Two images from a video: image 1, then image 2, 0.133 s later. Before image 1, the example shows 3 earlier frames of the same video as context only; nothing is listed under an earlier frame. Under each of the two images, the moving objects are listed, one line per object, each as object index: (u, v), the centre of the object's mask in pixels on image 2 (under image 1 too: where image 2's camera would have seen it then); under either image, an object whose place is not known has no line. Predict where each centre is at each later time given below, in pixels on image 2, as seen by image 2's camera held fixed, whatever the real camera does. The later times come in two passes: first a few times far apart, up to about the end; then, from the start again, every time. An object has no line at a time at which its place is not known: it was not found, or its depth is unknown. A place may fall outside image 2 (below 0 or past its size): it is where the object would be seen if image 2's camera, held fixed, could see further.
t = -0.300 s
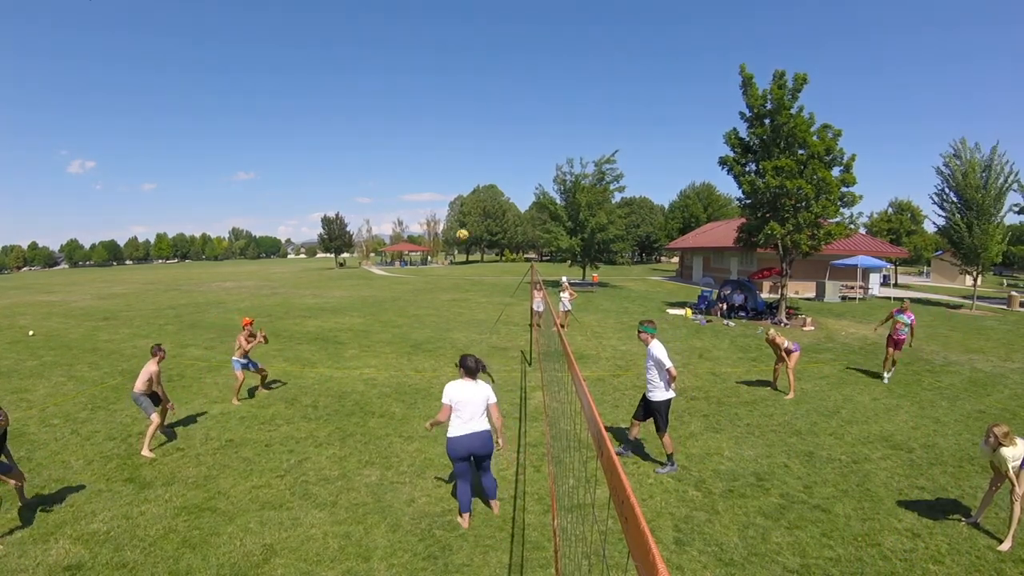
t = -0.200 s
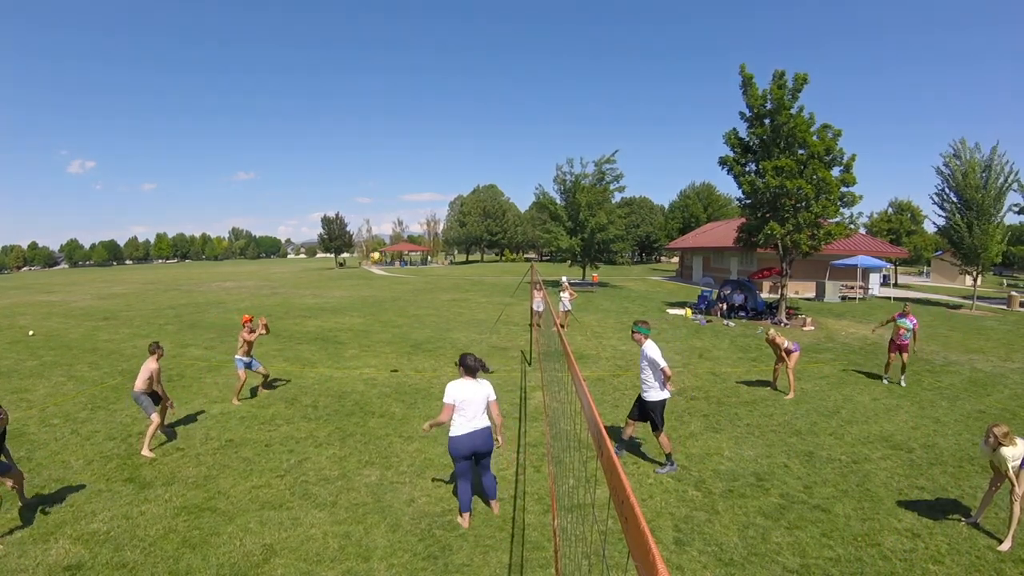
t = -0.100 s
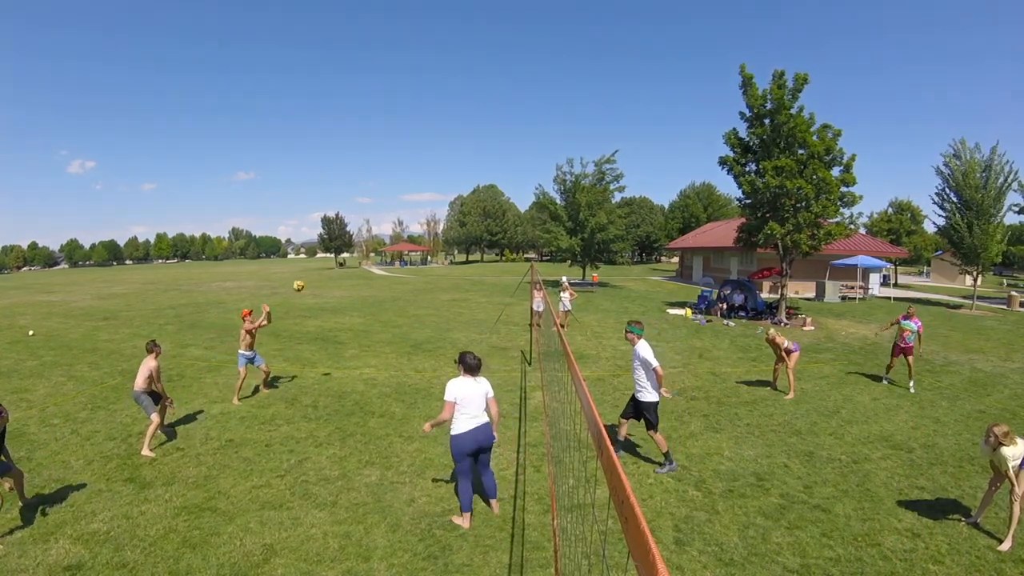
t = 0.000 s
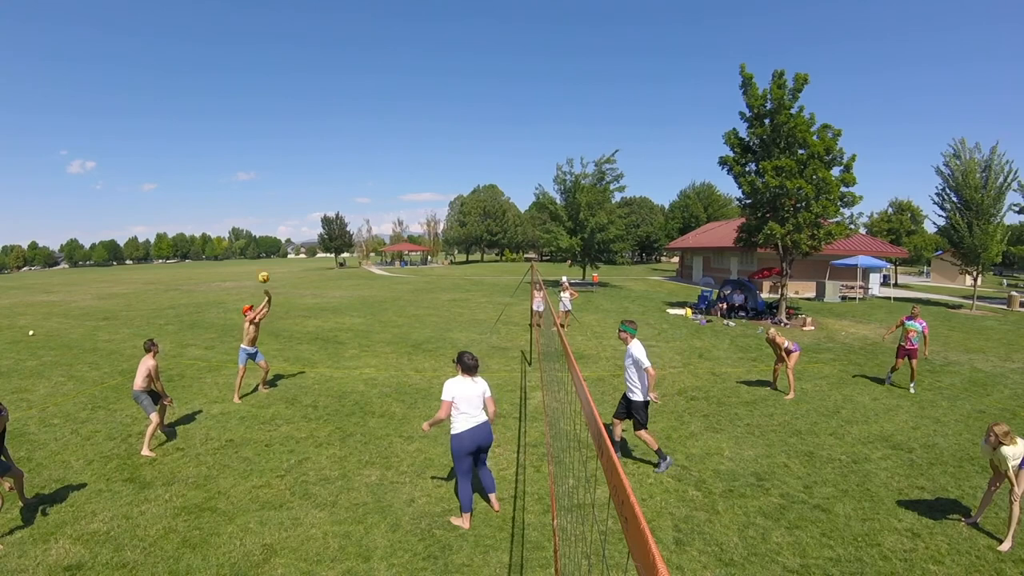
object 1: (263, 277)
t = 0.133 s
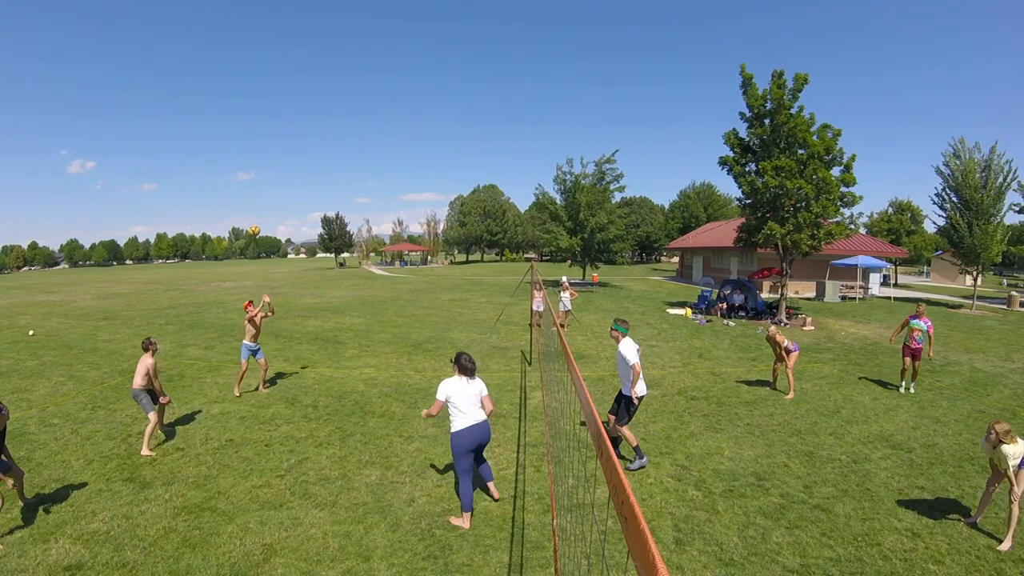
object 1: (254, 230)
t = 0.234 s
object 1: (248, 201)
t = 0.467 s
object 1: (233, 152)
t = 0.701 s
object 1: (219, 133)
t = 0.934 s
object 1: (203, 146)
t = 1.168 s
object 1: (187, 193)
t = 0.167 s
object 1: (252, 220)
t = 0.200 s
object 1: (249, 210)
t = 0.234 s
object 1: (248, 201)
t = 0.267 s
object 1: (246, 192)
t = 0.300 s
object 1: (243, 184)
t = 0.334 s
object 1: (242, 176)
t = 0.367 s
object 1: (239, 169)
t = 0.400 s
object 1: (237, 163)
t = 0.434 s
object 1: (236, 157)
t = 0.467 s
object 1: (233, 152)
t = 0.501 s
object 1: (232, 147)
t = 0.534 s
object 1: (230, 143)
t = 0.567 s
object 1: (227, 140)
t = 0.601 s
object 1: (225, 137)
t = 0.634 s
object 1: (223, 135)
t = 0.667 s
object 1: (221, 134)
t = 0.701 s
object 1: (219, 133)
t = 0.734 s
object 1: (217, 133)
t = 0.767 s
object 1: (214, 133)
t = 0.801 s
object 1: (212, 135)
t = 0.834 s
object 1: (210, 136)
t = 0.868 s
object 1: (208, 139)
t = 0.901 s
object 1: (205, 141)
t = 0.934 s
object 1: (203, 146)
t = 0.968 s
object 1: (200, 150)
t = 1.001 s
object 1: (198, 155)
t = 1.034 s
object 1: (196, 161)
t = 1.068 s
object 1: (194, 168)
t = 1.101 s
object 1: (191, 176)
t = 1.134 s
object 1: (189, 184)
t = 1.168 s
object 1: (187, 193)
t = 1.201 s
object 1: (185, 203)
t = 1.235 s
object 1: (183, 214)
